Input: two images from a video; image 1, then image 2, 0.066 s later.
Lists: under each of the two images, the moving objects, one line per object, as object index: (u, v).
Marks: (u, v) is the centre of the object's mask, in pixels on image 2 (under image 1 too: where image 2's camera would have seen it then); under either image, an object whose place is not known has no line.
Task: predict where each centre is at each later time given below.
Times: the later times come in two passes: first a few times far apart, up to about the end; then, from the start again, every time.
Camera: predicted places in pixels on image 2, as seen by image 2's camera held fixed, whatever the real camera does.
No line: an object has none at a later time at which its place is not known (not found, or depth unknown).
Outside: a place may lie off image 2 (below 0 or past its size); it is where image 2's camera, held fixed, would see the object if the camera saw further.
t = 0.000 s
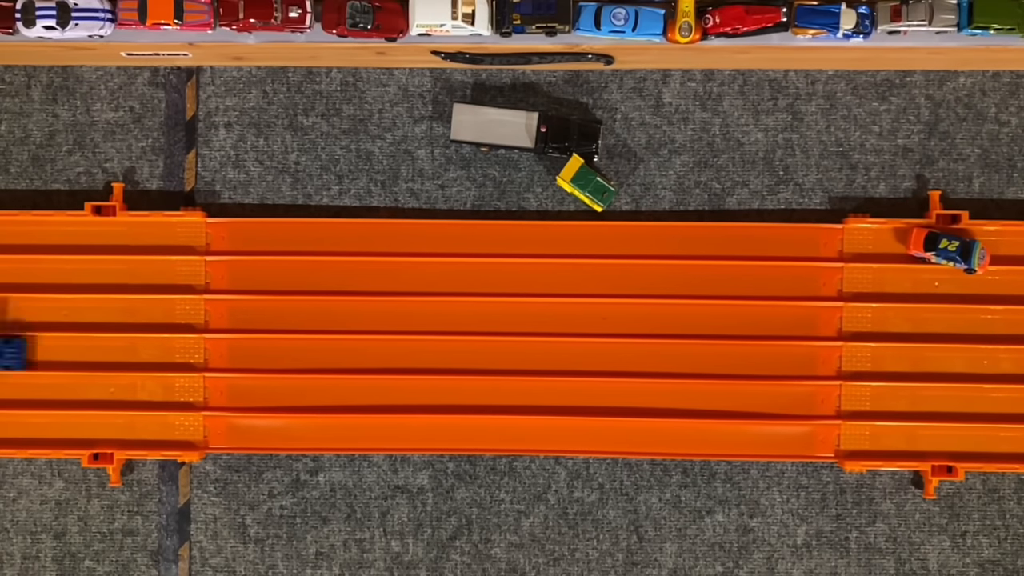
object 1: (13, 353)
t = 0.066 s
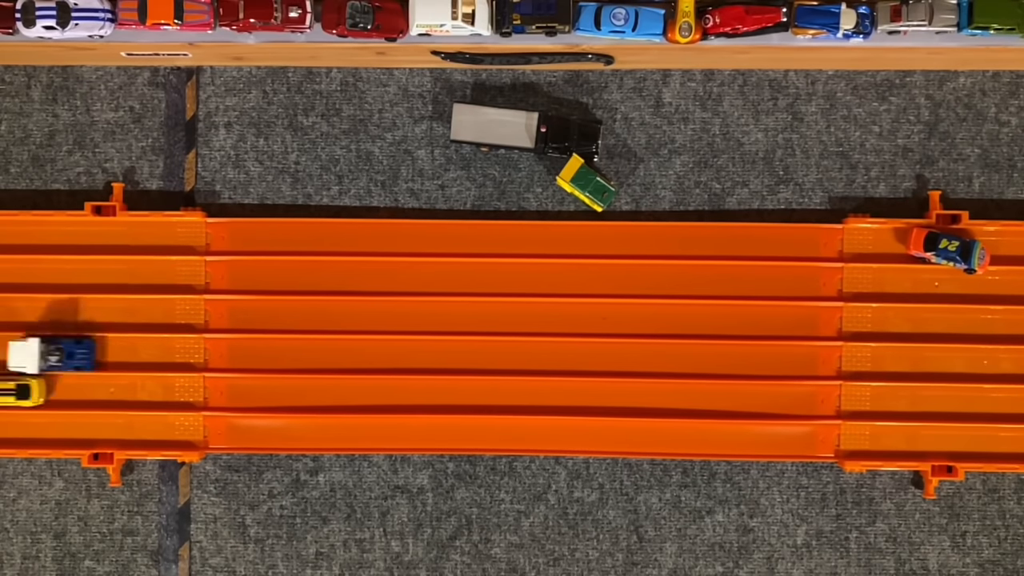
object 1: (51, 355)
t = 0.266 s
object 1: (260, 357)
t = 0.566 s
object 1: (568, 360)
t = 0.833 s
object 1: (822, 364)
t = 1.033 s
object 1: (985, 366)
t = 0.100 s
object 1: (86, 355)
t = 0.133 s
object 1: (122, 355)
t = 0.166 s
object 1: (156, 356)
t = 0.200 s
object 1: (191, 356)
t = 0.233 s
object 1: (226, 357)
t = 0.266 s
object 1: (260, 357)
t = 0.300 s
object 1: (295, 358)
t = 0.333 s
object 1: (330, 358)
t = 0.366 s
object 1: (364, 358)
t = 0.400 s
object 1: (399, 358)
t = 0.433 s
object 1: (434, 358)
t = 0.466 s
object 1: (467, 359)
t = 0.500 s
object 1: (501, 359)
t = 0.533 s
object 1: (534, 360)
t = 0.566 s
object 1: (568, 360)
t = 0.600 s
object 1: (600, 361)
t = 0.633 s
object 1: (633, 361)
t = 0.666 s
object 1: (666, 362)
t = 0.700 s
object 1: (699, 363)
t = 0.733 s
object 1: (730, 364)
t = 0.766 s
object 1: (762, 364)
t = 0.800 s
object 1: (793, 364)
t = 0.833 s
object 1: (822, 364)
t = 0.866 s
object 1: (851, 364)
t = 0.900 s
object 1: (879, 364)
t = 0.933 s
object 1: (907, 364)
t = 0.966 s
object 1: (934, 365)
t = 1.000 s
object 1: (961, 365)
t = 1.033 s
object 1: (985, 366)
